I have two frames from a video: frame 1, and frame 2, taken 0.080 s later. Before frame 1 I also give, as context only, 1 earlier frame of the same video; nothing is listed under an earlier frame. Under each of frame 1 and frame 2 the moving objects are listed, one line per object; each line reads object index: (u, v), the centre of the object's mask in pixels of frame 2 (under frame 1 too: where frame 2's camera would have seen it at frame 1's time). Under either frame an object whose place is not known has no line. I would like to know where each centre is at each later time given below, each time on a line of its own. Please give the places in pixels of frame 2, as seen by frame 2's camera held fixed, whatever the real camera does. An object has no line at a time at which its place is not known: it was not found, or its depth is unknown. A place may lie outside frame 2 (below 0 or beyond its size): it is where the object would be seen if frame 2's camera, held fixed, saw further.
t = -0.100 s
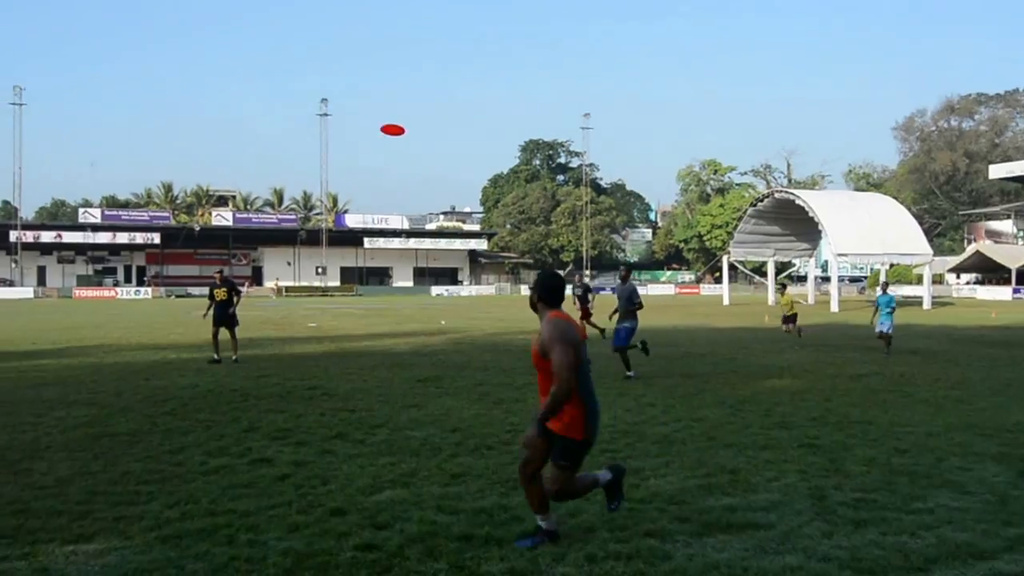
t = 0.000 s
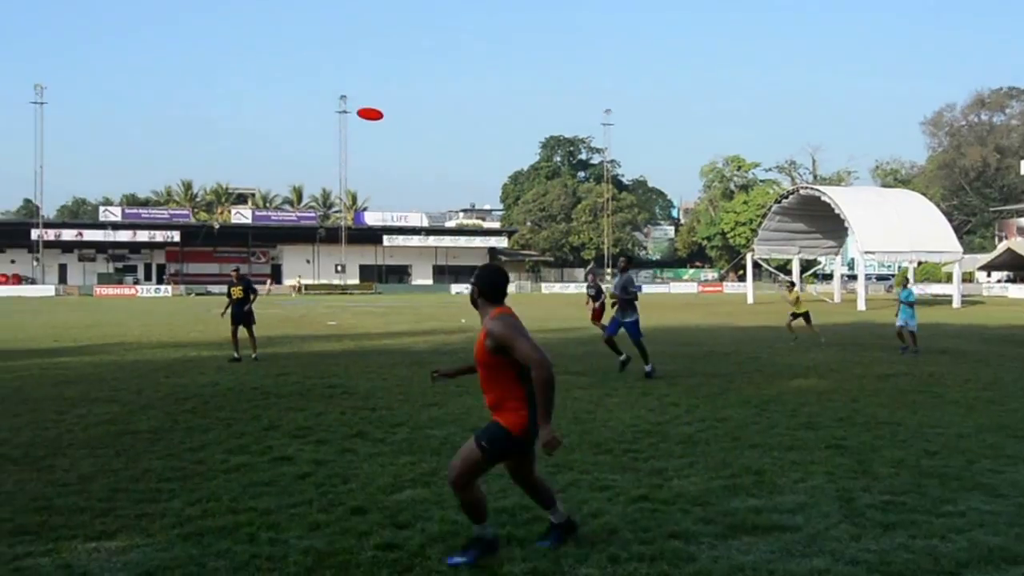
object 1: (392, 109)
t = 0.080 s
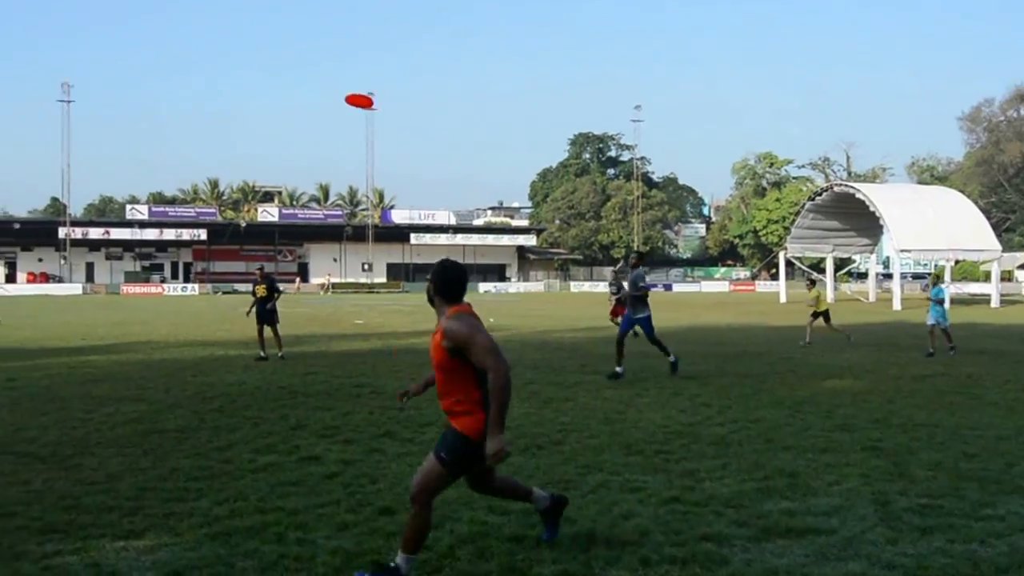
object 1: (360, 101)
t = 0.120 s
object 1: (343, 96)
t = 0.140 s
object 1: (334, 93)
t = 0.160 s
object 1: (322, 90)
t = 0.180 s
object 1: (311, 88)
